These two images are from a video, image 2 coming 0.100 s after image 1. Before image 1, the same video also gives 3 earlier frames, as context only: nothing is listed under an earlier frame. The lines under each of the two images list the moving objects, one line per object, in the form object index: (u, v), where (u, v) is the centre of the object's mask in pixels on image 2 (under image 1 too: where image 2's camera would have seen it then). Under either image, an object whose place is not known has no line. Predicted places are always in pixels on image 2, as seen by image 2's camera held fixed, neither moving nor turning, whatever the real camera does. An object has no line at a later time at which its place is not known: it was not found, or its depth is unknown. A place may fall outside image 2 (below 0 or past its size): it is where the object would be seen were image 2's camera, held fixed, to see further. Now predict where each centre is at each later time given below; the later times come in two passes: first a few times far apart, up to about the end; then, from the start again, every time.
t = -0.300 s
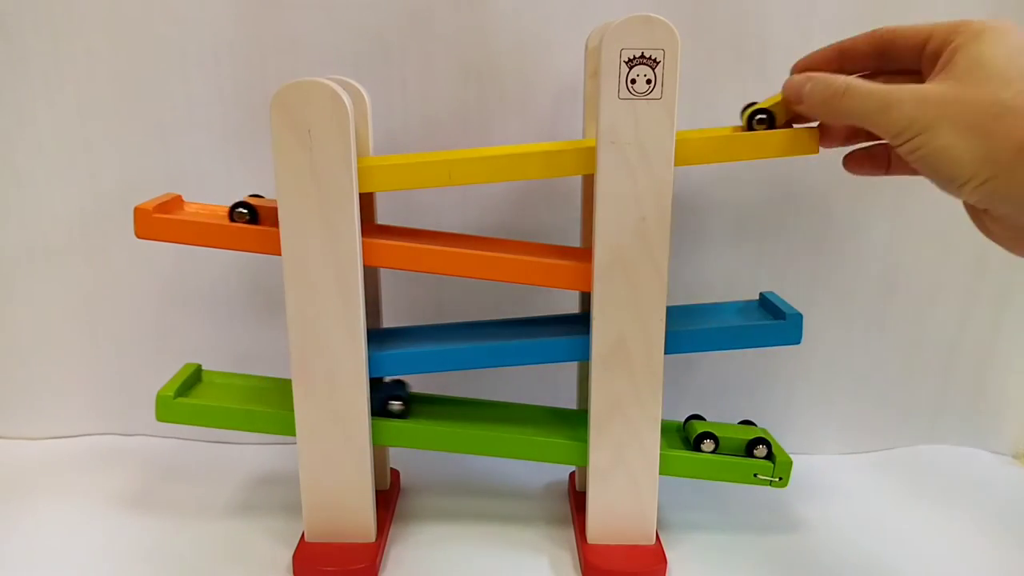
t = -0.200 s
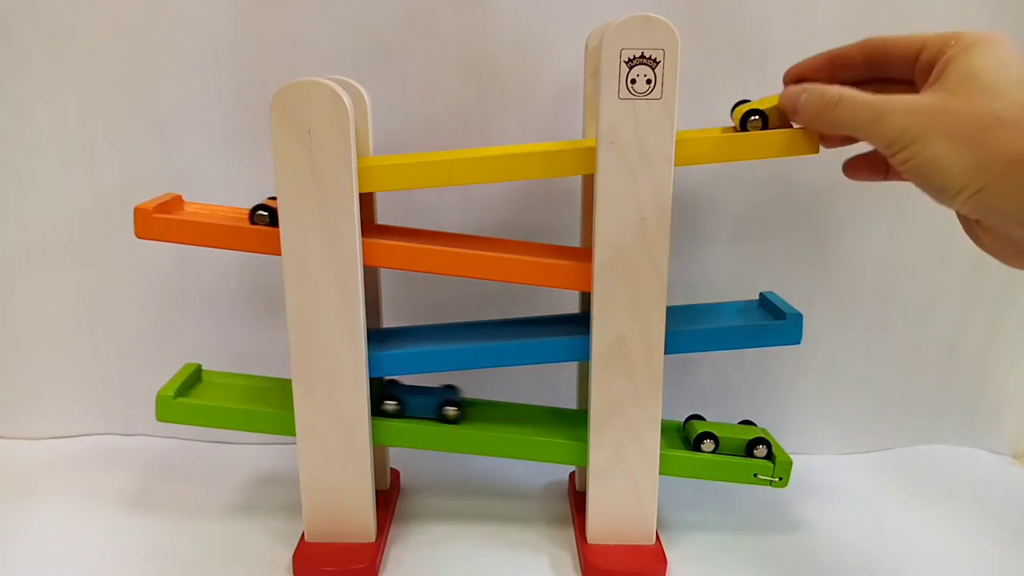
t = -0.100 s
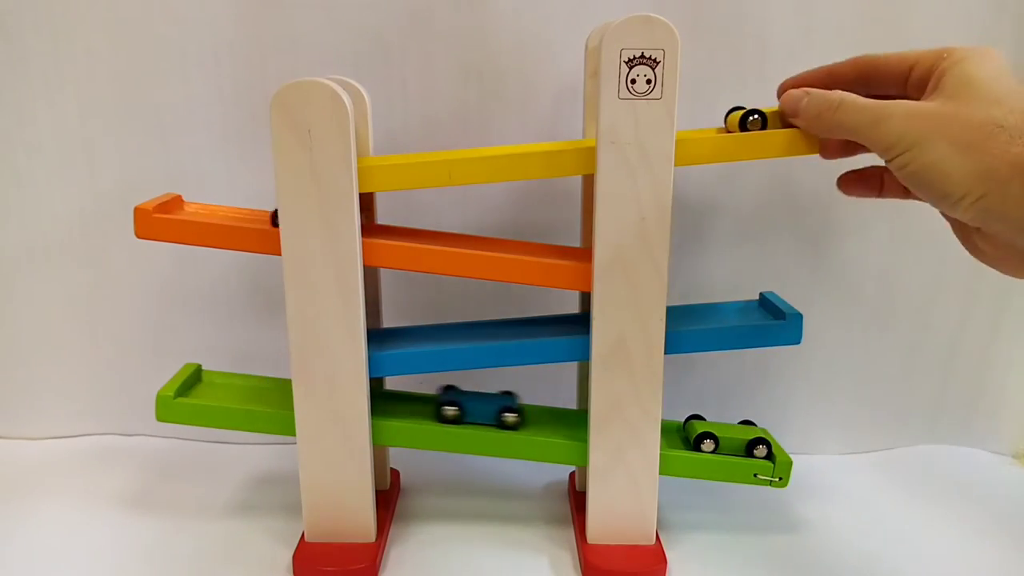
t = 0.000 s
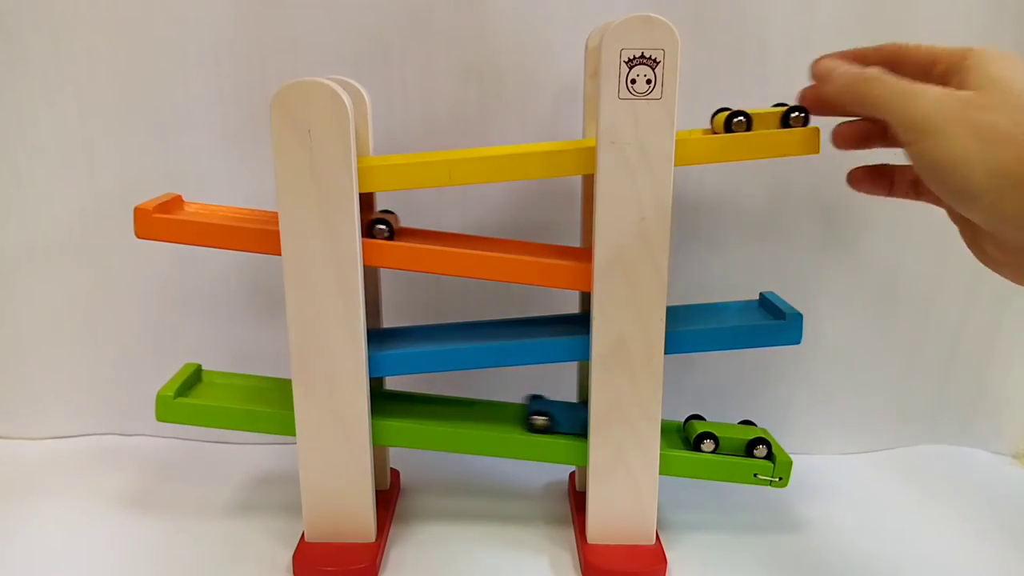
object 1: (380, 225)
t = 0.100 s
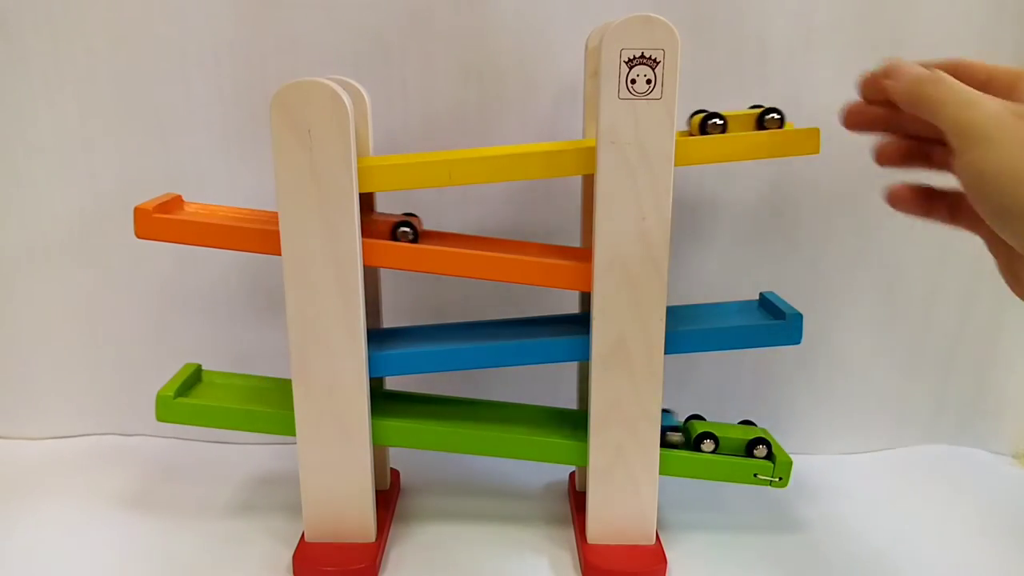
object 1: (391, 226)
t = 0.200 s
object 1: (402, 228)
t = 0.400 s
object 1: (454, 234)
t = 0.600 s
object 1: (514, 241)
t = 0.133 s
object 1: (395, 227)
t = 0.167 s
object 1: (398, 227)
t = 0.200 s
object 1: (402, 228)
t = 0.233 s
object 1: (408, 229)
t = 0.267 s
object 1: (416, 230)
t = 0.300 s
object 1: (426, 231)
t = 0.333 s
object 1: (435, 232)
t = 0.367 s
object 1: (445, 233)
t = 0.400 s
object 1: (454, 234)
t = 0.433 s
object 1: (464, 235)
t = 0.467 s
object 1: (474, 236)
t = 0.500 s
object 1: (484, 237)
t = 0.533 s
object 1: (494, 238)
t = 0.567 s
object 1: (503, 240)
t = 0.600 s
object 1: (514, 241)
